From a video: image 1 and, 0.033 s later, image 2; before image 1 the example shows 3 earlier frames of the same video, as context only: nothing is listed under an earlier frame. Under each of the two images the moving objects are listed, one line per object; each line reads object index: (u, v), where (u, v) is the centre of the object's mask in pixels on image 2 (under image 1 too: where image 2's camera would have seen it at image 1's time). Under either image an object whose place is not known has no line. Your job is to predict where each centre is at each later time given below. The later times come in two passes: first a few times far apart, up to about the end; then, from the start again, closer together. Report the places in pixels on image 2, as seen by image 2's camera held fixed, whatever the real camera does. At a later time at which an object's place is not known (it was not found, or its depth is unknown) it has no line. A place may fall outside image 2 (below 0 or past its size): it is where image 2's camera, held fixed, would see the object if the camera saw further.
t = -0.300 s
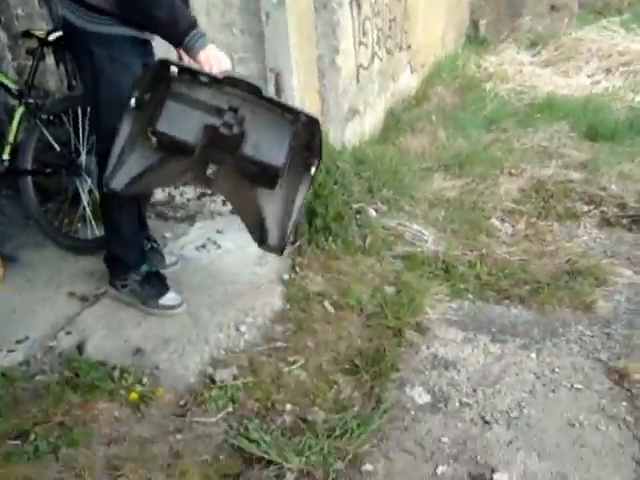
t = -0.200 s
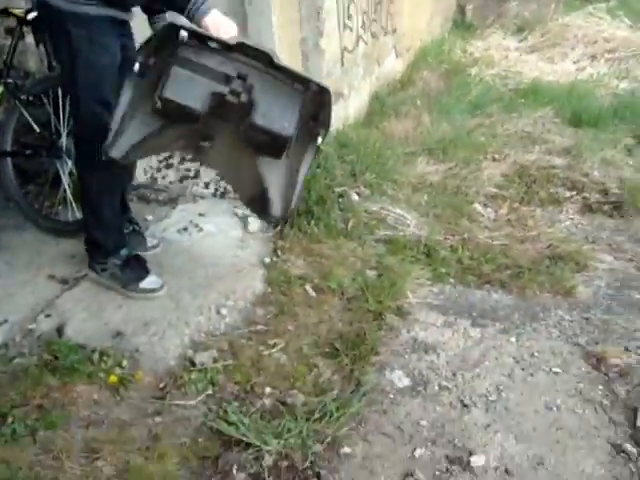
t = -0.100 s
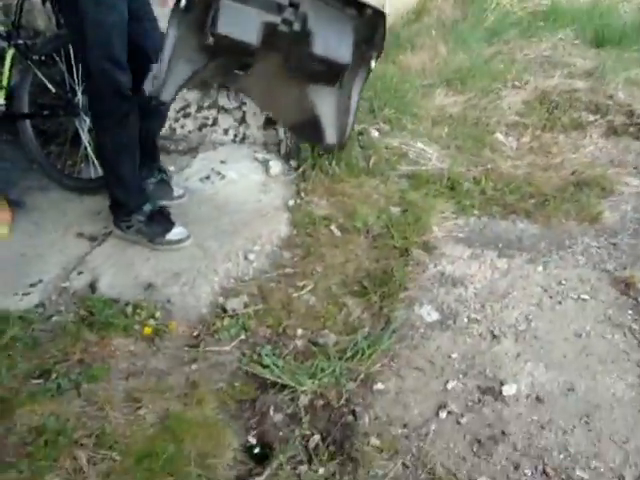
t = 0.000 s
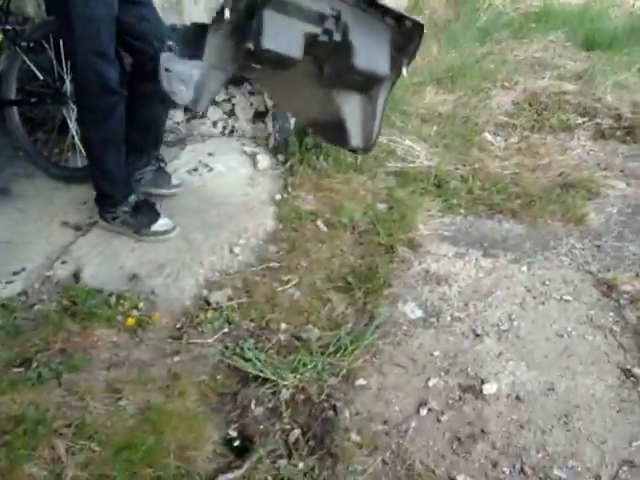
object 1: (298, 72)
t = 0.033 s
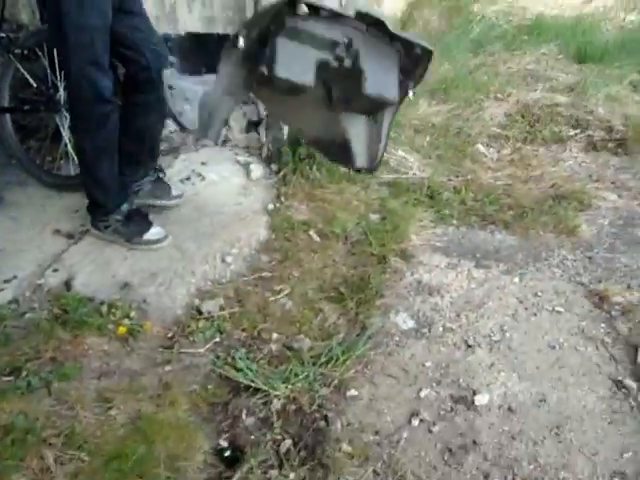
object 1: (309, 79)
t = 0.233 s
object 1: (345, 236)
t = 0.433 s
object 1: (367, 269)
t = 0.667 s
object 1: (366, 271)
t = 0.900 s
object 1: (348, 267)
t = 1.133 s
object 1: (361, 273)
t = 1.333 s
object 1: (358, 274)
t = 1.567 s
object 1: (360, 275)
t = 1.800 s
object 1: (360, 274)
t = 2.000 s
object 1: (360, 274)
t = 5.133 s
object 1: (358, 273)
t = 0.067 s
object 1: (317, 100)
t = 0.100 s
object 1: (327, 121)
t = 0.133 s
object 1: (336, 147)
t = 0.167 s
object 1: (341, 175)
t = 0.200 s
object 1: (342, 205)
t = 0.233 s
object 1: (345, 236)
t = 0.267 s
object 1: (346, 253)
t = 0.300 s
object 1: (357, 263)
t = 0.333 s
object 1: (361, 261)
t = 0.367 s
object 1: (360, 257)
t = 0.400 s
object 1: (364, 263)
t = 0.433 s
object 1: (367, 269)
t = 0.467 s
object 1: (369, 271)
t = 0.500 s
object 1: (370, 274)
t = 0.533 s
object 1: (369, 273)
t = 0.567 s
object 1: (369, 273)
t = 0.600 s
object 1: (368, 273)
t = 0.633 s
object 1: (367, 272)
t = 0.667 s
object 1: (366, 271)
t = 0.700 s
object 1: (364, 271)
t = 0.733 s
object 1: (360, 272)
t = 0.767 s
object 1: (355, 272)
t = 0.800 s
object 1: (353, 269)
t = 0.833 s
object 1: (350, 267)
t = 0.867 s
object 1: (349, 267)
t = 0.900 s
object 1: (348, 267)
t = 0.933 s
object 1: (349, 267)
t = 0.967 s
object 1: (349, 267)
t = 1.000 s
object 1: (351, 268)
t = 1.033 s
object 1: (354, 269)
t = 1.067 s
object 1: (357, 272)
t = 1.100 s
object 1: (360, 273)
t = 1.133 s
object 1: (361, 273)
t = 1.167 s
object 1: (361, 274)
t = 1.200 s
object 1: (361, 274)
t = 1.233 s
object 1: (359, 274)
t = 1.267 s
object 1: (358, 273)
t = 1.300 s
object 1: (358, 273)
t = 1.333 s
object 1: (358, 274)
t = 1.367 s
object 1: (359, 274)
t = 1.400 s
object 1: (360, 274)
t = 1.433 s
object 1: (359, 274)
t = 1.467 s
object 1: (360, 274)
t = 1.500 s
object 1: (360, 274)
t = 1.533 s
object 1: (360, 274)
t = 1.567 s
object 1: (360, 275)
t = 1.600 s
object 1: (360, 274)
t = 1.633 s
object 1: (360, 275)
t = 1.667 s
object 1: (360, 275)
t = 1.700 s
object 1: (360, 275)
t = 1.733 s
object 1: (360, 275)
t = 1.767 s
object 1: (360, 275)
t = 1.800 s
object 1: (360, 274)
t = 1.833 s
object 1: (360, 274)
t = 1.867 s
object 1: (360, 275)
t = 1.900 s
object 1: (359, 274)
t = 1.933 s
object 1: (360, 274)
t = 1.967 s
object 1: (360, 274)
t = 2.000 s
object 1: (360, 274)
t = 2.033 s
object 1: (360, 274)
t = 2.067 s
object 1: (360, 275)
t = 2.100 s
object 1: (360, 275)
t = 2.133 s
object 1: (360, 275)
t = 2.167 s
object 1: (360, 275)
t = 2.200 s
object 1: (360, 275)
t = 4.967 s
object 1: (359, 274)
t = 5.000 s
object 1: (358, 274)
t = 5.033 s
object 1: (358, 273)
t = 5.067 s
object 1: (358, 273)
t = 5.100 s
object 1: (358, 273)
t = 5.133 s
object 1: (358, 273)
